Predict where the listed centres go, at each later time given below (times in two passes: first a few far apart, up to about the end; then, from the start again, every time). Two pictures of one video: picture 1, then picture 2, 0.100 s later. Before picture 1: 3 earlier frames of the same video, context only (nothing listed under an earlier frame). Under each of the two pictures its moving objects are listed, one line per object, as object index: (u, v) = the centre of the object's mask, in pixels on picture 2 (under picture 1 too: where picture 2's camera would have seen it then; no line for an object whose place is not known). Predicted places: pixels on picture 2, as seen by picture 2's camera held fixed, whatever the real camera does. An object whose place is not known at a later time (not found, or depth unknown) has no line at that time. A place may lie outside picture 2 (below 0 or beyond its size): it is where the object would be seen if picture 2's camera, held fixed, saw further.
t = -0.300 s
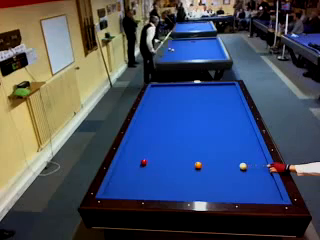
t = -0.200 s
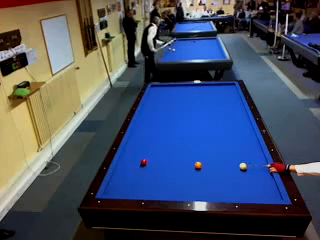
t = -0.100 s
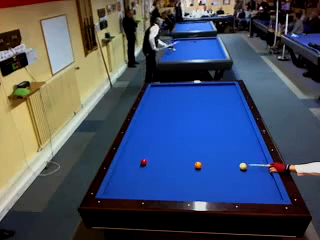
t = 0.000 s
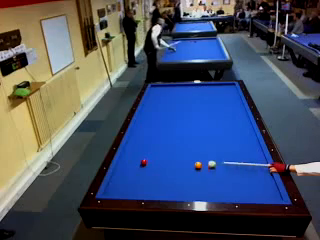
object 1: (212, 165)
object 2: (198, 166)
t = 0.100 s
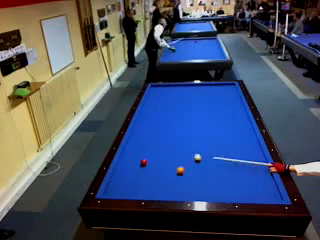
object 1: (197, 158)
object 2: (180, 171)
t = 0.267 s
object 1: (182, 146)
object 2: (142, 181)
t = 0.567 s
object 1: (154, 131)
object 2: (122, 192)
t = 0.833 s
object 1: (140, 119)
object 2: (146, 187)
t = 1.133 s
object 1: (160, 107)
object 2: (171, 181)
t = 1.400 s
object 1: (173, 98)
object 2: (191, 177)
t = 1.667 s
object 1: (185, 91)
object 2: (211, 172)
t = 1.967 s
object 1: (197, 84)
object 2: (232, 167)
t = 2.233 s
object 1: (210, 89)
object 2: (249, 163)
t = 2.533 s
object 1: (226, 93)
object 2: (259, 158)
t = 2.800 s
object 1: (236, 97)
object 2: (246, 152)
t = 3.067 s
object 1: (229, 102)
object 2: (236, 148)
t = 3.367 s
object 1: (221, 108)
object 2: (225, 142)
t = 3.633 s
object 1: (213, 113)
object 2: (216, 139)
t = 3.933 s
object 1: (205, 120)
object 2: (207, 134)
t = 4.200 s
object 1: (196, 125)
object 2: (199, 131)
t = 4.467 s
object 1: (183, 130)
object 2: (197, 131)
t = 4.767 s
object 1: (166, 134)
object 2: (197, 131)
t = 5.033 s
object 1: (151, 137)
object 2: (196, 131)
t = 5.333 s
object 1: (134, 141)
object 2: (196, 131)
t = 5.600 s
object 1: (133, 143)
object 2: (196, 131)
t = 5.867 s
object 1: (139, 144)
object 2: (196, 131)
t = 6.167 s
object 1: (147, 144)
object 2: (196, 131)
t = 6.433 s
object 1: (153, 145)
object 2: (196, 131)
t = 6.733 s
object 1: (160, 146)
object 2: (196, 131)
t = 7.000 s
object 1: (166, 147)
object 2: (196, 131)
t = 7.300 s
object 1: (173, 148)
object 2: (196, 131)
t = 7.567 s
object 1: (178, 148)
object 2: (196, 131)
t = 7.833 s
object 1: (184, 149)
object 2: (196, 131)
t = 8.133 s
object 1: (189, 150)
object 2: (196, 131)
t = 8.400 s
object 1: (194, 150)
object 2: (196, 131)
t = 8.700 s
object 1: (199, 150)
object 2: (196, 131)
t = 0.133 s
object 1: (195, 155)
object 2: (172, 173)
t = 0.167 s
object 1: (191, 153)
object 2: (164, 175)
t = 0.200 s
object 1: (188, 150)
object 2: (157, 177)
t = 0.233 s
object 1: (185, 149)
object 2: (150, 179)
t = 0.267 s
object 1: (182, 146)
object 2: (142, 181)
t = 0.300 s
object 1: (178, 145)
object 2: (135, 183)
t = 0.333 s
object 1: (175, 143)
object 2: (128, 185)
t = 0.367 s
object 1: (172, 141)
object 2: (121, 187)
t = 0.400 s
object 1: (169, 139)
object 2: (115, 189)
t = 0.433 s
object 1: (166, 137)
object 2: (109, 190)
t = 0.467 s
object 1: (163, 136)
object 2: (110, 191)
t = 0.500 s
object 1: (160, 134)
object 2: (115, 192)
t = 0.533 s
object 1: (157, 132)
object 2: (118, 192)
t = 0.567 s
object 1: (154, 131)
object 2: (122, 192)
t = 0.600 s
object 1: (151, 129)
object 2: (125, 191)
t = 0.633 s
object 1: (149, 128)
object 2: (128, 191)
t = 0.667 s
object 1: (146, 127)
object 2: (132, 190)
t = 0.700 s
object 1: (143, 125)
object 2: (135, 189)
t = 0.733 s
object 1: (141, 124)
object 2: (138, 189)
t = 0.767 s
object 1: (138, 122)
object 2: (140, 189)
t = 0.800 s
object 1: (137, 121)
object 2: (143, 188)
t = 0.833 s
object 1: (140, 119)
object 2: (146, 187)
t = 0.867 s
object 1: (143, 118)
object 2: (149, 186)
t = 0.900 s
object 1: (146, 116)
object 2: (152, 185)
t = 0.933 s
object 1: (148, 115)
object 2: (154, 185)
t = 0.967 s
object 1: (150, 114)
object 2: (157, 184)
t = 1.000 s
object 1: (152, 112)
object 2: (160, 184)
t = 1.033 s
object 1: (154, 111)
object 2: (163, 183)
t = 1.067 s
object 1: (156, 110)
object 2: (166, 182)
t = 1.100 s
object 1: (158, 109)
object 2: (168, 182)
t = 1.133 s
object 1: (160, 107)
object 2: (171, 181)
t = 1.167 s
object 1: (162, 106)
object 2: (173, 181)
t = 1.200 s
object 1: (163, 105)
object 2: (176, 180)
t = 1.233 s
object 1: (165, 104)
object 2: (179, 179)
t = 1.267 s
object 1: (167, 102)
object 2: (181, 179)
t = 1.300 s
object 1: (169, 101)
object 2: (184, 178)
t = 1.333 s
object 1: (170, 101)
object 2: (186, 178)
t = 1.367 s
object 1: (172, 99)
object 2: (189, 177)
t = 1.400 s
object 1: (173, 98)
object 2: (191, 177)
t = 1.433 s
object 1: (175, 97)
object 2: (194, 176)
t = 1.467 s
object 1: (177, 96)
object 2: (197, 175)
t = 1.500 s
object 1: (178, 95)
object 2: (199, 175)
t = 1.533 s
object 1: (179, 94)
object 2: (202, 174)
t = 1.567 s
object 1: (181, 94)
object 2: (204, 173)
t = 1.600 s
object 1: (182, 93)
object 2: (206, 173)
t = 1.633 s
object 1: (184, 92)
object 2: (209, 172)
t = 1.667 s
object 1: (185, 91)
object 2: (211, 172)
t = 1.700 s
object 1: (186, 90)
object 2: (214, 171)
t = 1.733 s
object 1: (187, 89)
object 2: (216, 171)
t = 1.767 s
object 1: (189, 88)
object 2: (218, 170)
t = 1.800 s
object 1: (190, 88)
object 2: (220, 170)
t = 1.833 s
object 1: (191, 86)
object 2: (223, 169)
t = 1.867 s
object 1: (193, 85)
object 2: (225, 169)
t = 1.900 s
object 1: (194, 84)
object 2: (228, 168)
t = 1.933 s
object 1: (195, 84)
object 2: (230, 168)
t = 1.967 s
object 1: (197, 84)
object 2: (232, 167)
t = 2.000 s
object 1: (199, 85)
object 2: (234, 166)
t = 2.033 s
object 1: (200, 86)
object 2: (236, 166)
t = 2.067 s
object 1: (202, 86)
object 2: (238, 165)
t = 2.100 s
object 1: (203, 87)
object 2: (241, 165)
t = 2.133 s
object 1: (205, 88)
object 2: (243, 164)
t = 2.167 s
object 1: (207, 88)
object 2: (245, 164)
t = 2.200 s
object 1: (208, 88)
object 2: (247, 164)
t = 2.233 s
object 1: (210, 89)
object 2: (249, 163)
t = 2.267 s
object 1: (212, 89)
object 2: (252, 163)
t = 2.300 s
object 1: (213, 89)
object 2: (254, 162)
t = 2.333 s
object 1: (215, 90)
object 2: (256, 162)
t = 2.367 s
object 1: (217, 90)
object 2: (258, 161)
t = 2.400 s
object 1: (219, 91)
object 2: (260, 161)
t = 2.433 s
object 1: (221, 92)
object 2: (262, 160)
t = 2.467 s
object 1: (223, 92)
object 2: (262, 159)
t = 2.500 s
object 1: (224, 93)
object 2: (260, 159)
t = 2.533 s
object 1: (226, 93)
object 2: (259, 158)
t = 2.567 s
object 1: (228, 93)
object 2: (257, 157)
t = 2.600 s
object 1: (230, 94)
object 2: (256, 157)
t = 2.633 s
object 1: (231, 94)
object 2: (254, 156)
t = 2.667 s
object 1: (234, 95)
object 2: (252, 155)
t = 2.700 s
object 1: (235, 95)
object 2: (251, 155)
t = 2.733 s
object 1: (237, 96)
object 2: (249, 154)
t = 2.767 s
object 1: (237, 97)
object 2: (248, 153)
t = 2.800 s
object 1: (236, 97)
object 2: (246, 152)
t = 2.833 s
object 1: (235, 98)
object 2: (245, 152)
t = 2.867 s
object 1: (234, 99)
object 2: (244, 151)
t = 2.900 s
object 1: (234, 99)
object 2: (243, 151)
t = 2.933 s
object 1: (233, 100)
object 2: (241, 150)
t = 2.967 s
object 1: (231, 100)
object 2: (240, 149)
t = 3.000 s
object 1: (231, 101)
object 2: (238, 149)
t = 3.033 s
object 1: (230, 102)
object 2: (237, 148)
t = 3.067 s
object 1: (229, 102)
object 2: (236, 148)
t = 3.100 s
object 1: (228, 103)
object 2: (235, 147)
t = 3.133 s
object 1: (227, 103)
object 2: (233, 146)
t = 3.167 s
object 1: (226, 104)
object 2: (232, 146)
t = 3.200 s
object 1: (226, 105)
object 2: (231, 145)
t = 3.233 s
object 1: (225, 105)
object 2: (230, 145)
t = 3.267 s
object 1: (224, 106)
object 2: (228, 144)
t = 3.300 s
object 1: (223, 107)
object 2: (227, 144)
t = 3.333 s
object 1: (222, 107)
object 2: (226, 143)
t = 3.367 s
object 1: (221, 108)
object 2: (225, 142)
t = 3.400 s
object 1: (220, 108)
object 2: (224, 142)
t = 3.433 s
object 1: (219, 109)
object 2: (222, 142)
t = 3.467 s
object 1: (218, 110)
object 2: (221, 141)
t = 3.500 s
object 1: (217, 110)
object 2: (220, 140)
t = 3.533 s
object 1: (216, 111)
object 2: (219, 140)
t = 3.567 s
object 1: (215, 112)
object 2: (218, 139)
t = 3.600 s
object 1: (214, 113)
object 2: (217, 139)
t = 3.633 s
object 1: (213, 113)
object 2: (216, 139)
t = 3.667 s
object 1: (212, 114)
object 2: (215, 138)
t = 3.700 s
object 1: (212, 115)
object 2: (214, 137)
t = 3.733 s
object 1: (211, 116)
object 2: (213, 137)
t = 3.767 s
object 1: (210, 116)
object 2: (212, 137)
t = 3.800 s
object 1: (209, 117)
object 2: (211, 136)
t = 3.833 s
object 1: (208, 118)
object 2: (210, 136)
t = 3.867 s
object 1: (207, 118)
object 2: (209, 135)
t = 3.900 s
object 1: (206, 119)
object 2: (208, 135)
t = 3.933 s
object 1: (205, 120)
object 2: (207, 134)
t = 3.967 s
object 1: (204, 121)
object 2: (206, 134)
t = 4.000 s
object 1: (203, 121)
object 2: (205, 133)
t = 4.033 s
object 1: (201, 122)
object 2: (204, 133)
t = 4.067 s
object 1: (200, 123)
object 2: (203, 133)
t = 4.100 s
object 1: (200, 124)
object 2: (202, 133)
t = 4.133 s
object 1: (198, 124)
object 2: (201, 132)
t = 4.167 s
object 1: (197, 125)
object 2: (200, 132)
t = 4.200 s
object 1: (196, 125)
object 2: (199, 131)
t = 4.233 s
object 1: (195, 126)
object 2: (198, 131)
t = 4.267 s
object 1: (194, 127)
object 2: (197, 131)
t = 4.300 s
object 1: (192, 128)
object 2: (197, 130)
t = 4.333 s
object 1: (190, 128)
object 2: (197, 130)
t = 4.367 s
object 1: (189, 129)
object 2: (197, 130)
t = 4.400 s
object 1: (187, 129)
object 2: (197, 131)
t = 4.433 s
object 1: (185, 130)
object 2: (197, 131)
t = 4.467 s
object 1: (183, 130)
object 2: (197, 131)
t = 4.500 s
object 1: (181, 131)
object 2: (197, 131)
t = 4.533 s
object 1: (179, 131)
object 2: (197, 131)
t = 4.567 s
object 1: (178, 131)
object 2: (197, 131)
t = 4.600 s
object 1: (176, 132)
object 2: (197, 131)
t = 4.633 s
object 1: (174, 132)
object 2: (197, 131)
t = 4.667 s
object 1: (172, 132)
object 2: (197, 131)
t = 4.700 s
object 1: (170, 133)
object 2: (197, 131)
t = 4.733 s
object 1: (168, 133)
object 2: (197, 131)
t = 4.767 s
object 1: (166, 134)
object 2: (197, 131)
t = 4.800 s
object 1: (164, 134)
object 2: (197, 131)
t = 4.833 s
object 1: (163, 135)
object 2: (197, 131)
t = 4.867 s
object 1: (161, 135)
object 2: (197, 131)
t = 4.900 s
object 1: (159, 135)
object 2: (196, 131)
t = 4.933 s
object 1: (157, 136)
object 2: (196, 131)
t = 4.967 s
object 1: (155, 136)
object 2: (196, 131)
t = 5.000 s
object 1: (153, 136)
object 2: (196, 131)
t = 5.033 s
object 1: (151, 137)
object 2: (196, 131)
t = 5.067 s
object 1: (149, 137)
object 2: (196, 131)
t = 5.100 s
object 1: (147, 138)
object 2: (196, 131)
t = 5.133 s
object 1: (145, 138)
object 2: (196, 131)
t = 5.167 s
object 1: (144, 138)
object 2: (196, 131)
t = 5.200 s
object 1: (142, 139)
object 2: (196, 131)
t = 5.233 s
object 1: (140, 139)
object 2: (196, 131)
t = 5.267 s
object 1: (138, 140)
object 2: (196, 131)
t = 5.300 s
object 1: (136, 140)
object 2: (196, 131)
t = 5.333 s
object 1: (134, 141)
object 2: (196, 131)
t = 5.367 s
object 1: (132, 141)
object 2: (196, 131)
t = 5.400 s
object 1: (130, 141)
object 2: (196, 131)
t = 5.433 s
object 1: (129, 142)
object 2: (196, 131)
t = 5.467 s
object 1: (129, 142)
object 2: (196, 131)
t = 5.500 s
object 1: (130, 142)
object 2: (196, 131)
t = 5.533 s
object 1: (131, 142)
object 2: (196, 131)
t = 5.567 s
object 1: (132, 142)
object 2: (196, 131)
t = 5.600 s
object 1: (133, 143)
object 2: (196, 131)
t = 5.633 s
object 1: (133, 143)
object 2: (196, 131)
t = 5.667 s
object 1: (134, 143)
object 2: (196, 131)
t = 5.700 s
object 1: (135, 143)
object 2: (196, 131)
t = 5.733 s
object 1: (136, 143)
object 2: (196, 131)
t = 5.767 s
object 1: (137, 143)
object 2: (196, 131)
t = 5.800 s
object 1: (138, 143)
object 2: (196, 131)
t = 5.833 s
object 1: (139, 143)
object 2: (196, 131)
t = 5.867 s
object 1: (139, 144)
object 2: (196, 131)
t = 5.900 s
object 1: (140, 144)
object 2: (196, 131)
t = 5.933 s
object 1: (141, 144)
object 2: (196, 131)
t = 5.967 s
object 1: (142, 144)
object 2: (196, 131)
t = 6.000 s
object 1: (143, 144)
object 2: (196, 131)
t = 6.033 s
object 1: (143, 144)
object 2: (196, 131)
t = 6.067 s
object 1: (144, 144)
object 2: (196, 131)
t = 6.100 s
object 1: (145, 144)
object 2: (196, 131)
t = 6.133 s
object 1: (146, 144)
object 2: (196, 131)
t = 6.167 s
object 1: (147, 144)
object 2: (196, 131)
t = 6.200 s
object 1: (148, 144)
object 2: (196, 131)
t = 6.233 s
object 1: (149, 145)
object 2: (196, 131)
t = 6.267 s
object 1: (149, 145)
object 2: (196, 131)
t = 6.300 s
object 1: (150, 145)
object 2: (196, 131)
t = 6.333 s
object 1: (151, 145)
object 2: (196, 131)
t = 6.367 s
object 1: (152, 145)
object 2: (196, 131)
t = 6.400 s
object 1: (152, 145)
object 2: (196, 131)
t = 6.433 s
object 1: (153, 145)
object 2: (196, 131)
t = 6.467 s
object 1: (154, 145)
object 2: (196, 131)
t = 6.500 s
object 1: (155, 146)
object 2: (196, 131)
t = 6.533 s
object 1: (156, 146)
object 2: (196, 131)
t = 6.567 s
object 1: (156, 146)
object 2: (196, 131)
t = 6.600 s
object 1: (158, 146)
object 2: (196, 131)
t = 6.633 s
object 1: (158, 146)
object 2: (196, 131)
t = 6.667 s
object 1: (159, 146)
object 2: (196, 131)
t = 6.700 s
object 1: (160, 146)
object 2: (196, 131)
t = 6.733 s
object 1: (160, 146)
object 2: (196, 131)
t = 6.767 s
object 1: (161, 146)
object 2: (196, 131)
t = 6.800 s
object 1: (162, 146)
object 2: (196, 131)
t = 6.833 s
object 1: (163, 146)
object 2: (196, 131)
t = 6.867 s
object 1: (163, 147)
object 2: (196, 131)
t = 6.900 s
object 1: (164, 147)
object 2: (196, 131)
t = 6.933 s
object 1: (165, 147)
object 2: (196, 131)
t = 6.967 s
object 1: (166, 147)
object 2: (196, 131)
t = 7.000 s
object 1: (166, 147)
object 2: (196, 131)
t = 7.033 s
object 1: (167, 147)
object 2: (196, 131)
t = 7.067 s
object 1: (168, 147)
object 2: (196, 131)
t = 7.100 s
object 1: (168, 147)
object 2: (196, 131)
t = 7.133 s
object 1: (169, 147)
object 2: (196, 131)
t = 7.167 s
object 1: (170, 147)
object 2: (196, 131)
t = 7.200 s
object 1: (171, 148)
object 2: (196, 131)
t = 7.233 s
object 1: (171, 148)
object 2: (196, 131)
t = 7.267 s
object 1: (172, 148)
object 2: (196, 131)
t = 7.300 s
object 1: (173, 148)
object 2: (196, 131)
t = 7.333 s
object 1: (173, 148)
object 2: (196, 131)
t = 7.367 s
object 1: (174, 148)
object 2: (196, 131)
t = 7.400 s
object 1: (175, 148)
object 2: (196, 131)
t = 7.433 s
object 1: (175, 148)
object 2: (196, 131)
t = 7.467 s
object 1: (176, 148)
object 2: (196, 131)
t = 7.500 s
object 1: (177, 148)
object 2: (196, 131)
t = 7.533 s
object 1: (178, 148)
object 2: (196, 131)
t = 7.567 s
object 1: (178, 148)
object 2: (196, 131)
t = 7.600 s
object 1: (179, 148)
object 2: (196, 131)
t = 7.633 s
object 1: (180, 149)
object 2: (196, 131)
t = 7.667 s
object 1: (180, 149)
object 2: (196, 131)
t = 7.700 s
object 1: (181, 149)
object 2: (196, 131)
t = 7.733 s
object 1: (182, 149)
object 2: (196, 131)
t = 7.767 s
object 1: (182, 149)
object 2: (196, 131)
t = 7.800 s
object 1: (183, 149)
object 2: (196, 131)
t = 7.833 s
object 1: (184, 149)
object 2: (196, 131)
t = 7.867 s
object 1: (184, 149)
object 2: (196, 131)
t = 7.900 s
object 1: (185, 149)
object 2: (196, 131)
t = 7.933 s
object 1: (186, 149)
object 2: (196, 131)
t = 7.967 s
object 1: (186, 149)
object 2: (196, 131)
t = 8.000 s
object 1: (187, 149)
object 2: (196, 131)
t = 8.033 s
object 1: (188, 149)
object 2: (196, 131)
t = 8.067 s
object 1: (188, 149)
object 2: (196, 131)
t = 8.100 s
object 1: (189, 149)
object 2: (196, 131)
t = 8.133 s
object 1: (189, 150)
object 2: (196, 131)
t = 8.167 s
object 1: (190, 149)
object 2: (196, 131)
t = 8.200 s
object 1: (190, 150)
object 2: (196, 131)
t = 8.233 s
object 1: (191, 150)
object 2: (196, 131)
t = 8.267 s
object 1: (192, 150)
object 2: (196, 131)
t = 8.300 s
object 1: (192, 150)
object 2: (196, 131)
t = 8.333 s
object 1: (193, 150)
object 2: (196, 131)
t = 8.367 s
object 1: (193, 150)
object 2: (196, 131)
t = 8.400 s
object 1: (194, 150)
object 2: (196, 131)
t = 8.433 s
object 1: (195, 150)
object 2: (196, 131)
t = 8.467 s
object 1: (195, 150)
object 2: (196, 131)
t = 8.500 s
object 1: (196, 150)
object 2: (196, 131)
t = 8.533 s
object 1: (196, 150)
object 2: (196, 131)
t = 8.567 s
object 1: (197, 150)
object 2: (196, 131)
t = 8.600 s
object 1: (197, 150)
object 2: (196, 131)
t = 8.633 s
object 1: (198, 150)
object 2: (196, 131)
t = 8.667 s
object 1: (198, 151)
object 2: (196, 131)
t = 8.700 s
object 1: (199, 150)
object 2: (196, 131)
